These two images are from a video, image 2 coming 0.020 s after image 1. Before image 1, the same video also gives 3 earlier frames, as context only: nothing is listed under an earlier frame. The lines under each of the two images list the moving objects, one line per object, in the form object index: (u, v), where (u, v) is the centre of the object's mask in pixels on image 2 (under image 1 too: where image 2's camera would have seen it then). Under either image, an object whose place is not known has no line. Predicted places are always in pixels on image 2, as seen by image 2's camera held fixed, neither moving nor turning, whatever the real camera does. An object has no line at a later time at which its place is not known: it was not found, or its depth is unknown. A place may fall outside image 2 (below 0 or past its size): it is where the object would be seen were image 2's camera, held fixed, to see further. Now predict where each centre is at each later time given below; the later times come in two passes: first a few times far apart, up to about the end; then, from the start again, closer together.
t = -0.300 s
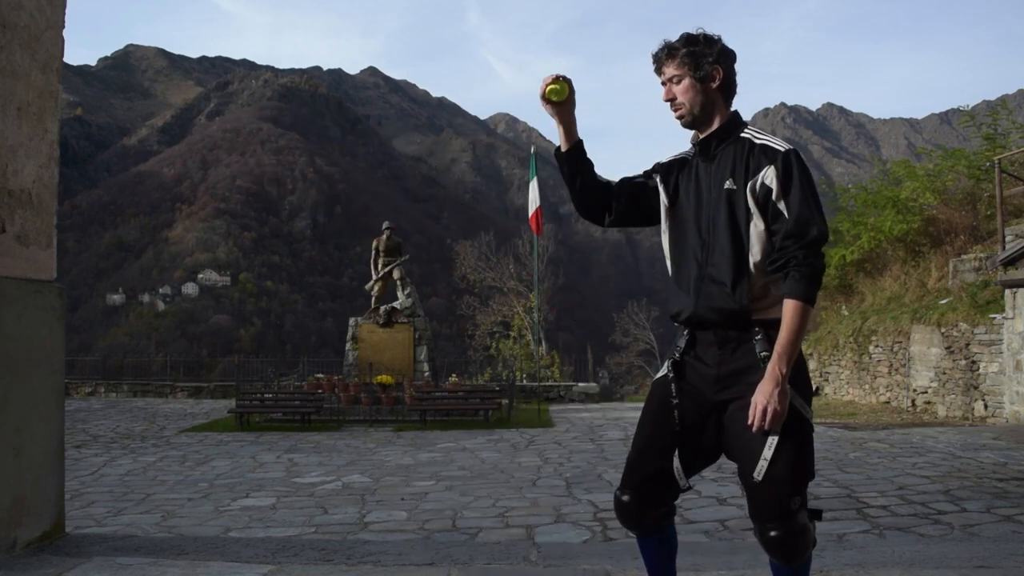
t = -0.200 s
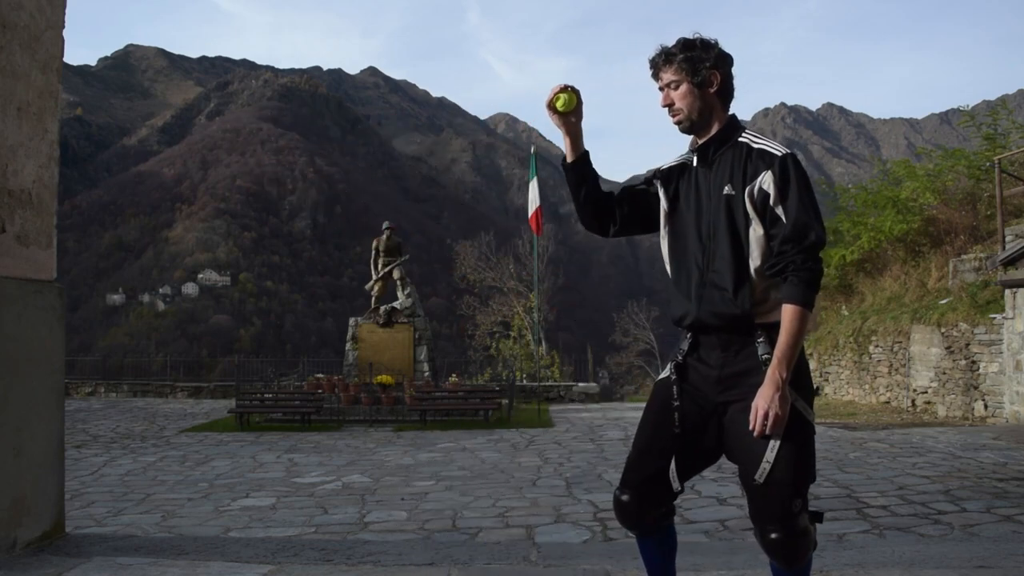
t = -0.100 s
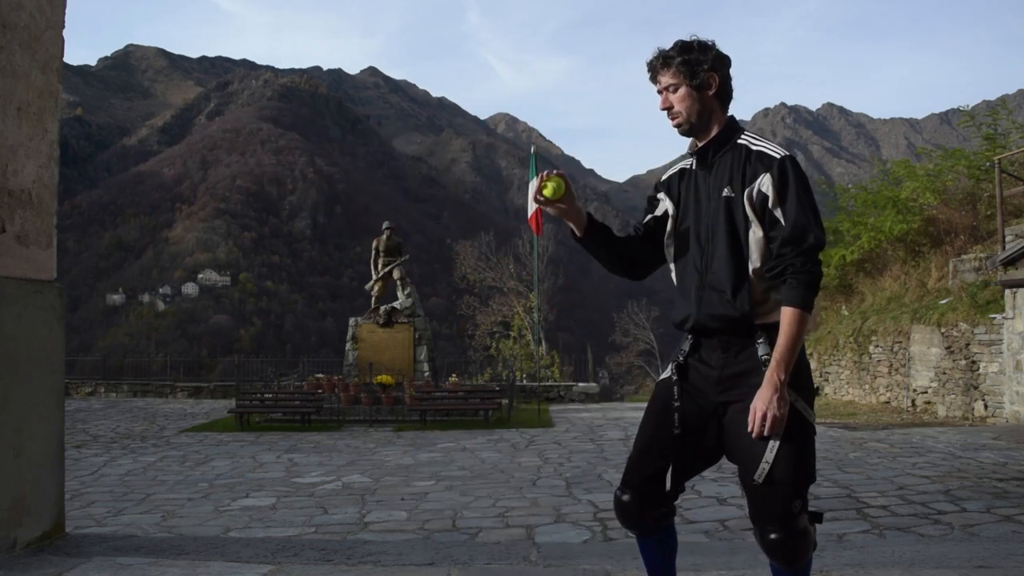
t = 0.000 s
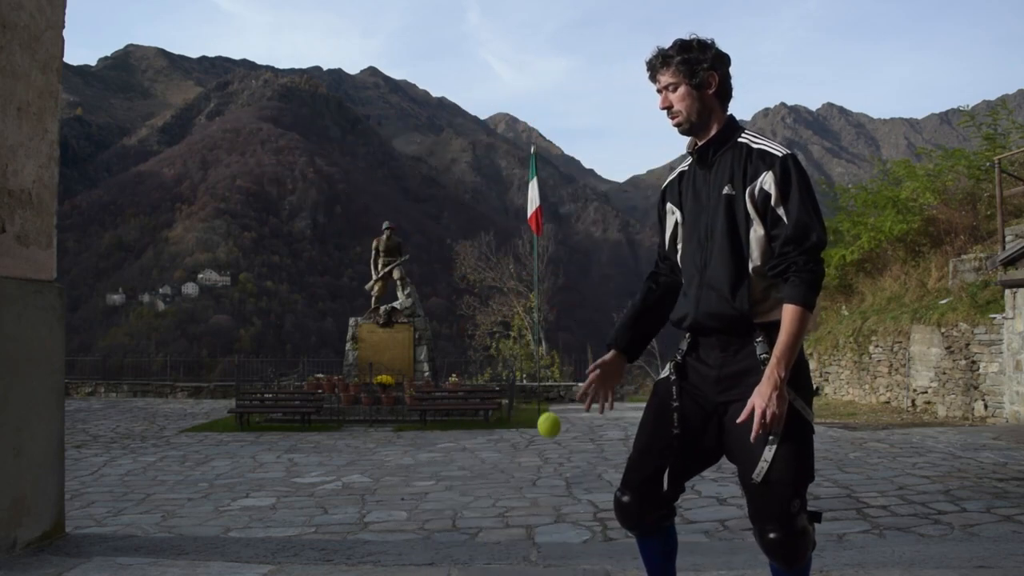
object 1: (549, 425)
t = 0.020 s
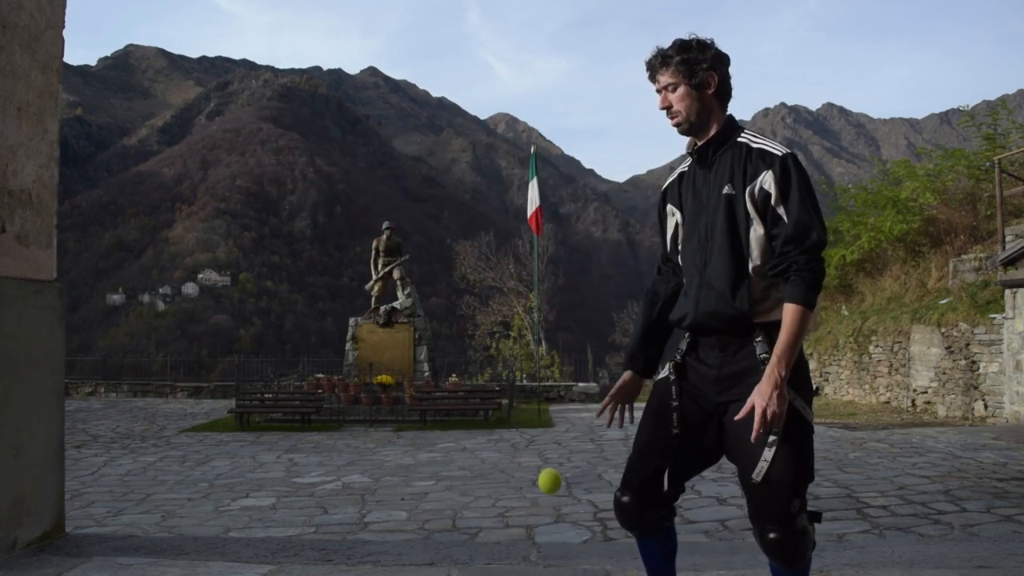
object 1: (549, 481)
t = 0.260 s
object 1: (575, 374)
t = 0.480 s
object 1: (602, 158)
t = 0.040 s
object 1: (550, 538)
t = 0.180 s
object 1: (564, 495)
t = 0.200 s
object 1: (567, 463)
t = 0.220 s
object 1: (569, 432)
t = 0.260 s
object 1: (575, 374)
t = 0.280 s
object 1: (577, 347)
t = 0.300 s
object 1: (580, 322)
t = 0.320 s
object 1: (583, 298)
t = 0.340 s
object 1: (585, 276)
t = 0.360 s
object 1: (588, 255)
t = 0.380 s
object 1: (590, 235)
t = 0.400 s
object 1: (593, 217)
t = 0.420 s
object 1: (595, 200)
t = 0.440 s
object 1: (597, 185)
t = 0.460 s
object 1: (600, 171)
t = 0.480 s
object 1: (602, 158)
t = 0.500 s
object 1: (605, 146)
